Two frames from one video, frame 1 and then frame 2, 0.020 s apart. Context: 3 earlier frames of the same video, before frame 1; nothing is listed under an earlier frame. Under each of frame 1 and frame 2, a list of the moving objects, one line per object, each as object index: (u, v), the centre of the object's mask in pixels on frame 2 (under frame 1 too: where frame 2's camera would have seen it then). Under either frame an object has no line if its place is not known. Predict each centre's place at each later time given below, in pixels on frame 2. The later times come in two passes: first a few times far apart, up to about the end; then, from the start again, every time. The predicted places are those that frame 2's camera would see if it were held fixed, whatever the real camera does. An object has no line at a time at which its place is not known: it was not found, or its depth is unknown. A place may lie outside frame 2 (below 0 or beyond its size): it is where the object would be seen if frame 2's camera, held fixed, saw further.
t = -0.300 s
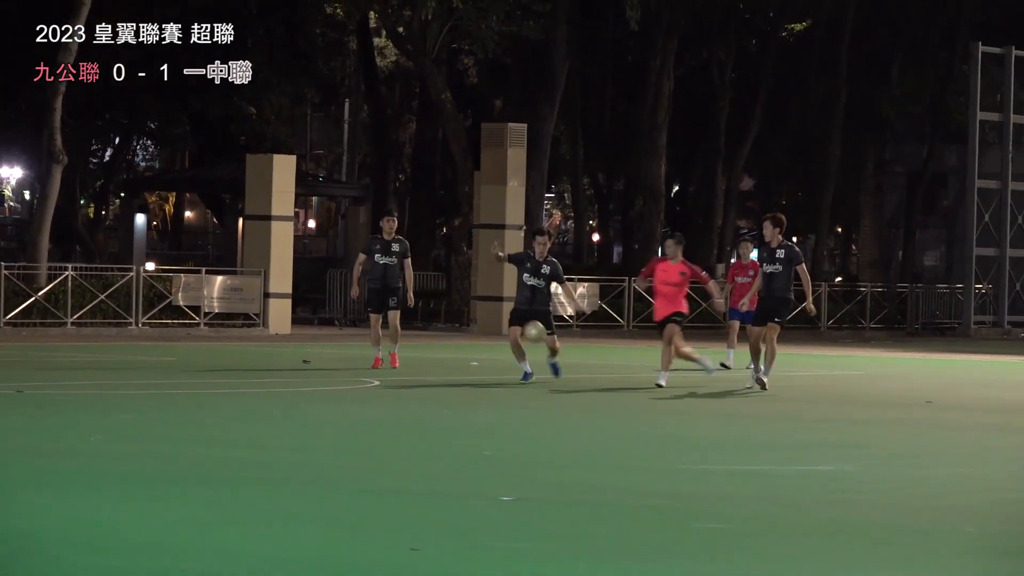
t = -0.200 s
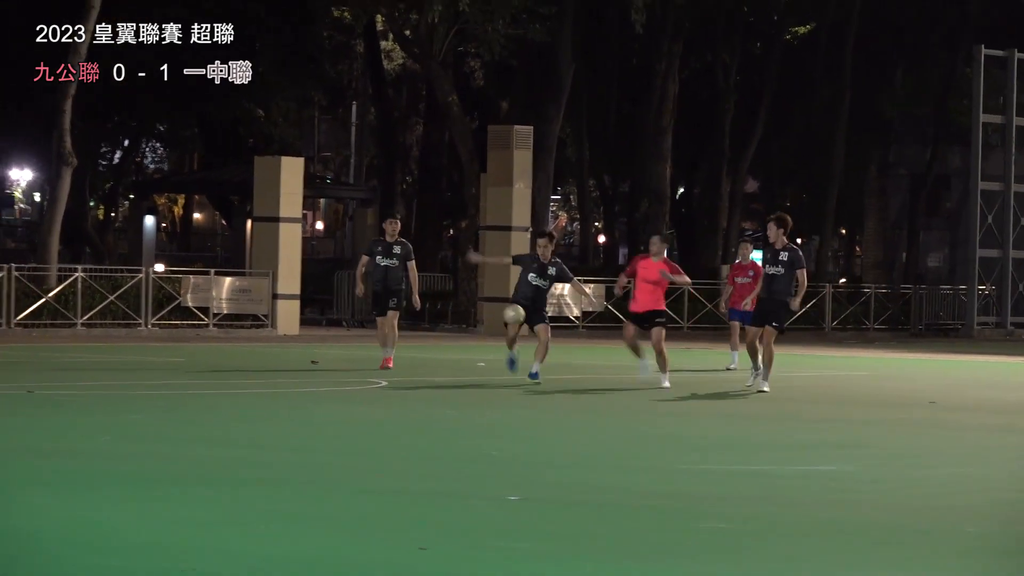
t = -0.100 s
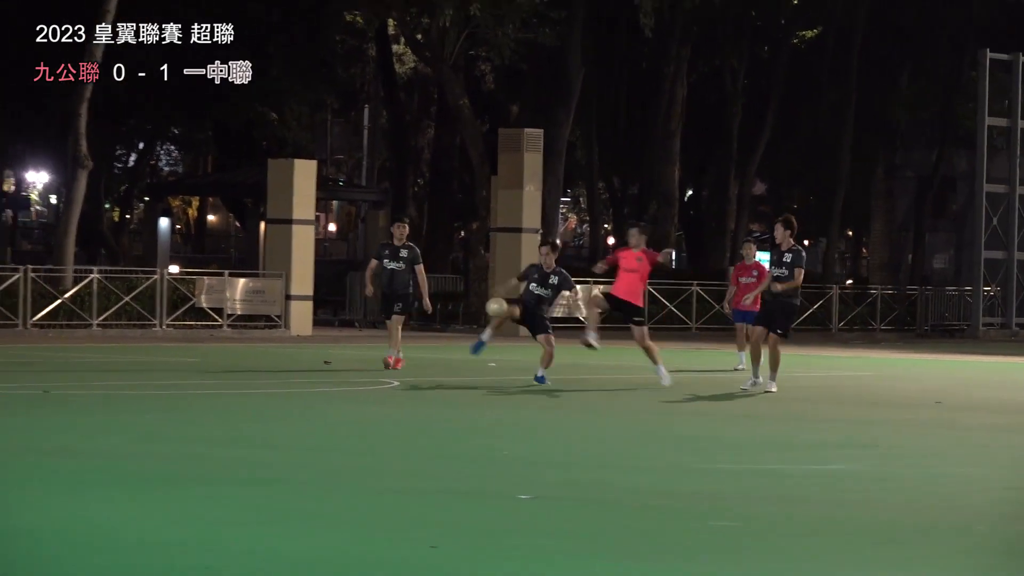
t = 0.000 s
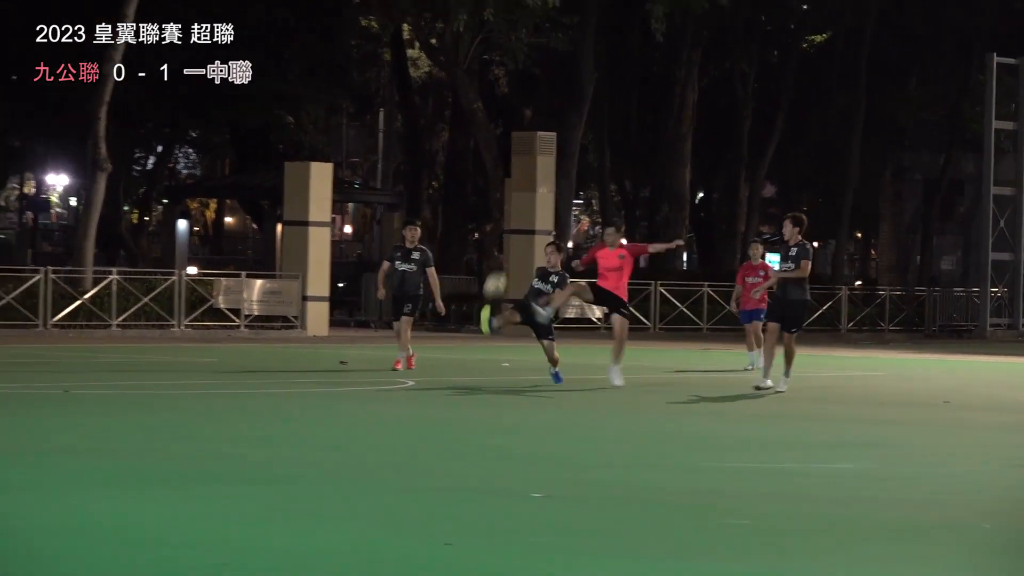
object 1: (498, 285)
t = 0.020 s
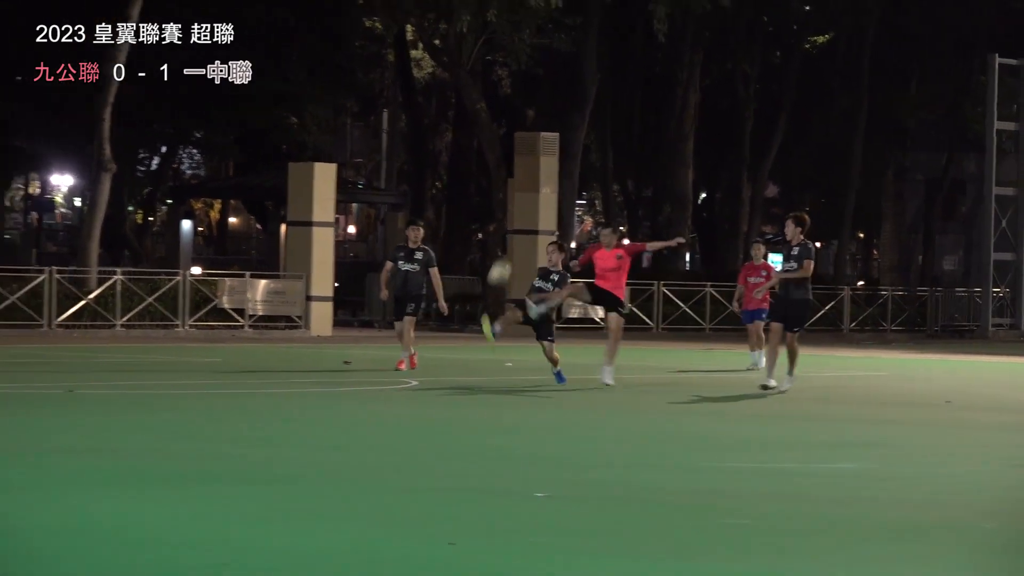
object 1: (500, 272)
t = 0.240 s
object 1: (519, 160)
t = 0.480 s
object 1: (541, 84)
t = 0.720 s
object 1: (562, 62)
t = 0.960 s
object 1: (584, 101)
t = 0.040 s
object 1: (501, 261)
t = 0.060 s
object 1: (503, 249)
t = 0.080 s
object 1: (505, 238)
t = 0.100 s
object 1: (507, 226)
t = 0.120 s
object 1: (508, 216)
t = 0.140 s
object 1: (509, 206)
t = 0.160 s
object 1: (511, 196)
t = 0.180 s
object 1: (513, 187)
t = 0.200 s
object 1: (515, 177)
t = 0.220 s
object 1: (517, 169)
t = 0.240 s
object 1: (519, 160)
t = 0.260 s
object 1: (521, 151)
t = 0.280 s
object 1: (522, 144)
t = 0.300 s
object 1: (524, 136)
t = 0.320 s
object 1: (526, 128)
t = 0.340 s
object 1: (528, 122)
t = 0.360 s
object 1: (530, 115)
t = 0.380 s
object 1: (531, 109)
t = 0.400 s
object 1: (533, 103)
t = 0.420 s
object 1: (535, 98)
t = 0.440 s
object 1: (537, 93)
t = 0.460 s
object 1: (538, 88)
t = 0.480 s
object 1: (541, 84)
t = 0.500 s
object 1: (542, 80)
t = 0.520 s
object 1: (544, 76)
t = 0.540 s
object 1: (546, 73)
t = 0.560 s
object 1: (548, 70)
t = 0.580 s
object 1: (550, 68)
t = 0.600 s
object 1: (552, 66)
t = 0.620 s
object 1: (553, 64)
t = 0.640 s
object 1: (555, 63)
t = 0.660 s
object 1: (557, 62)
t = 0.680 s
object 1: (559, 62)
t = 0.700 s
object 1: (561, 62)
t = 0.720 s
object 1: (562, 62)
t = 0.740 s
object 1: (564, 63)
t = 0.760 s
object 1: (566, 64)
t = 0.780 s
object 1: (568, 66)
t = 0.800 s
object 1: (570, 68)
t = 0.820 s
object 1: (571, 71)
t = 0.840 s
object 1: (573, 74)
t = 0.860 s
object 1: (575, 77)
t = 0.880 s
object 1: (577, 81)
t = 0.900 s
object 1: (579, 85)
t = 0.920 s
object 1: (580, 90)
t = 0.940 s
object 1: (582, 95)
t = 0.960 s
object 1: (584, 101)
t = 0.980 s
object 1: (585, 106)
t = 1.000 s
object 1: (587, 113)
